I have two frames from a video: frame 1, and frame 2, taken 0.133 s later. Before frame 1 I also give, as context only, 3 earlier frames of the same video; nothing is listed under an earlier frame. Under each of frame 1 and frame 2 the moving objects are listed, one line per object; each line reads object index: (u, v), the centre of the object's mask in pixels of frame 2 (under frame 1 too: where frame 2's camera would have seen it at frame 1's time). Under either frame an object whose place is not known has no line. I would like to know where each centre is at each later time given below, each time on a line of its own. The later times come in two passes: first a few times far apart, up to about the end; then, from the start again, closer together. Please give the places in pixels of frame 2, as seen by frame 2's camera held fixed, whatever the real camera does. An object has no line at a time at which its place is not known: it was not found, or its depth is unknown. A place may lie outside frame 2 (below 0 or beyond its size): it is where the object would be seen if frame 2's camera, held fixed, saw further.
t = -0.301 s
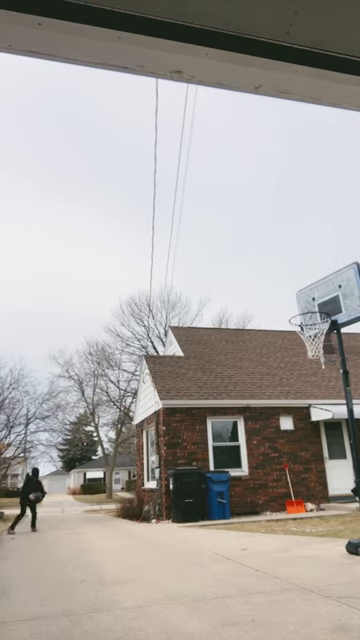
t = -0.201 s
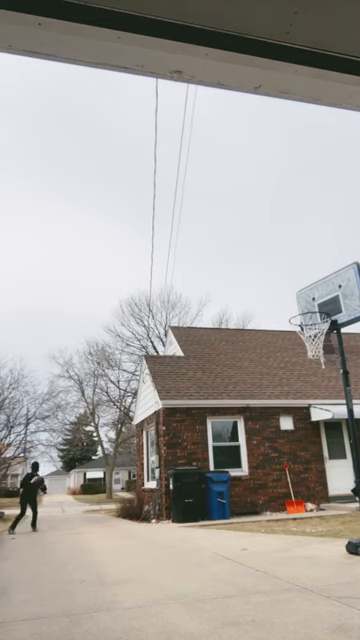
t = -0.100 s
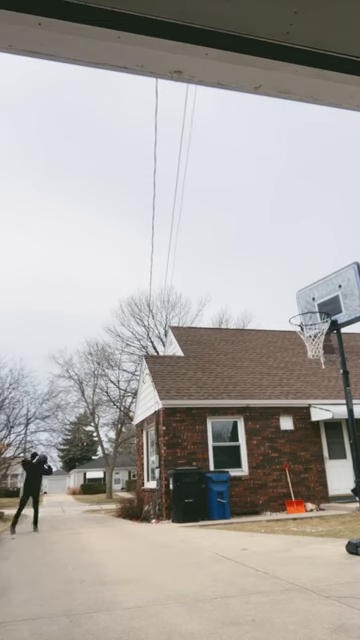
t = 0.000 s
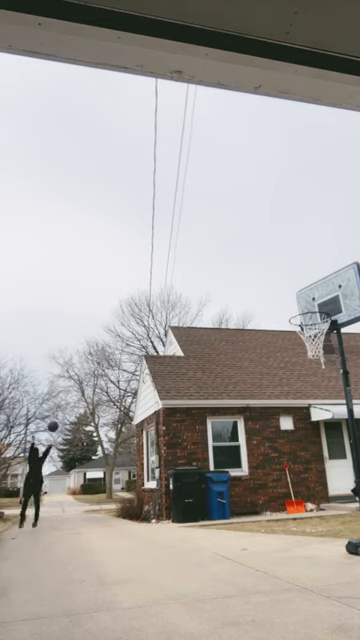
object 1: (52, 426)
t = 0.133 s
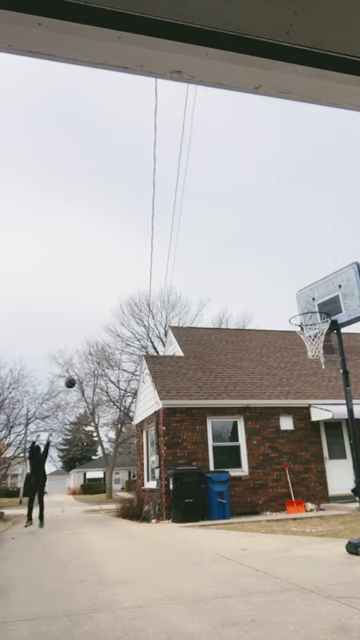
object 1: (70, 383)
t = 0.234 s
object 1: (83, 354)
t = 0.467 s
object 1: (116, 302)
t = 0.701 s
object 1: (156, 269)
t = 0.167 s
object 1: (74, 373)
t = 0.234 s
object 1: (83, 354)
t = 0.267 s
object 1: (88, 346)
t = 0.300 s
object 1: (92, 338)
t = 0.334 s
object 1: (97, 330)
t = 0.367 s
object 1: (102, 322)
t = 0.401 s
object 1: (106, 315)
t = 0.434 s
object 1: (111, 308)
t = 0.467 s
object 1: (116, 302)
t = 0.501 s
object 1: (121, 296)
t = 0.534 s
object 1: (127, 290)
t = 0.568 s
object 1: (132, 285)
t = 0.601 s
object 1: (138, 280)
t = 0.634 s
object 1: (144, 276)
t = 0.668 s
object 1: (150, 272)
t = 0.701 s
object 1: (156, 269)
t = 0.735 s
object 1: (162, 266)
